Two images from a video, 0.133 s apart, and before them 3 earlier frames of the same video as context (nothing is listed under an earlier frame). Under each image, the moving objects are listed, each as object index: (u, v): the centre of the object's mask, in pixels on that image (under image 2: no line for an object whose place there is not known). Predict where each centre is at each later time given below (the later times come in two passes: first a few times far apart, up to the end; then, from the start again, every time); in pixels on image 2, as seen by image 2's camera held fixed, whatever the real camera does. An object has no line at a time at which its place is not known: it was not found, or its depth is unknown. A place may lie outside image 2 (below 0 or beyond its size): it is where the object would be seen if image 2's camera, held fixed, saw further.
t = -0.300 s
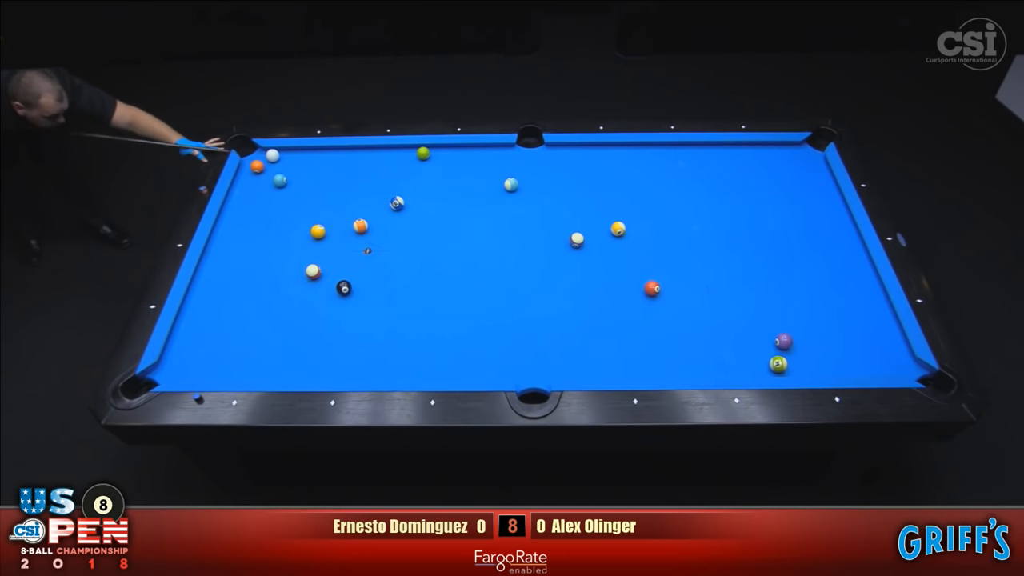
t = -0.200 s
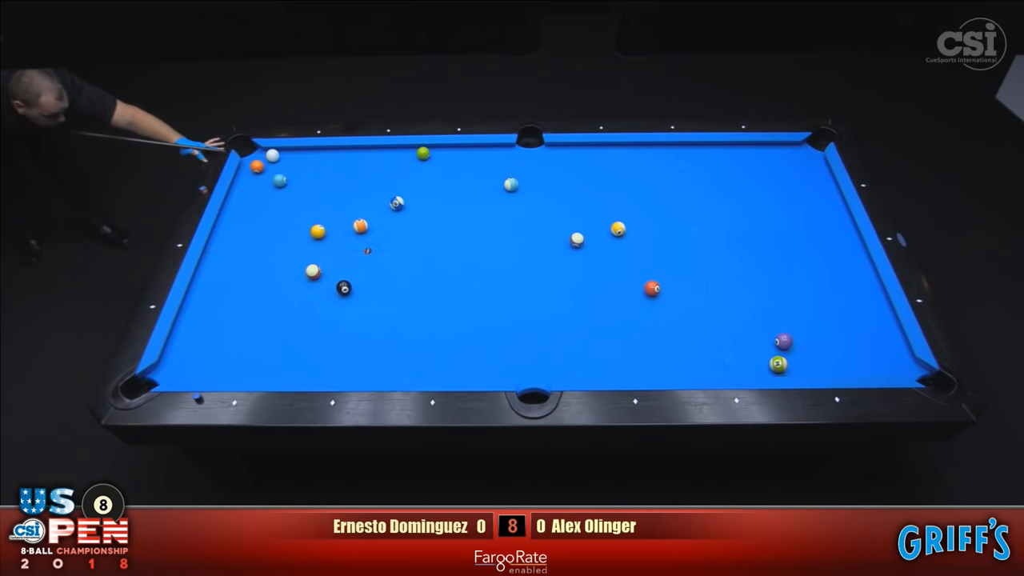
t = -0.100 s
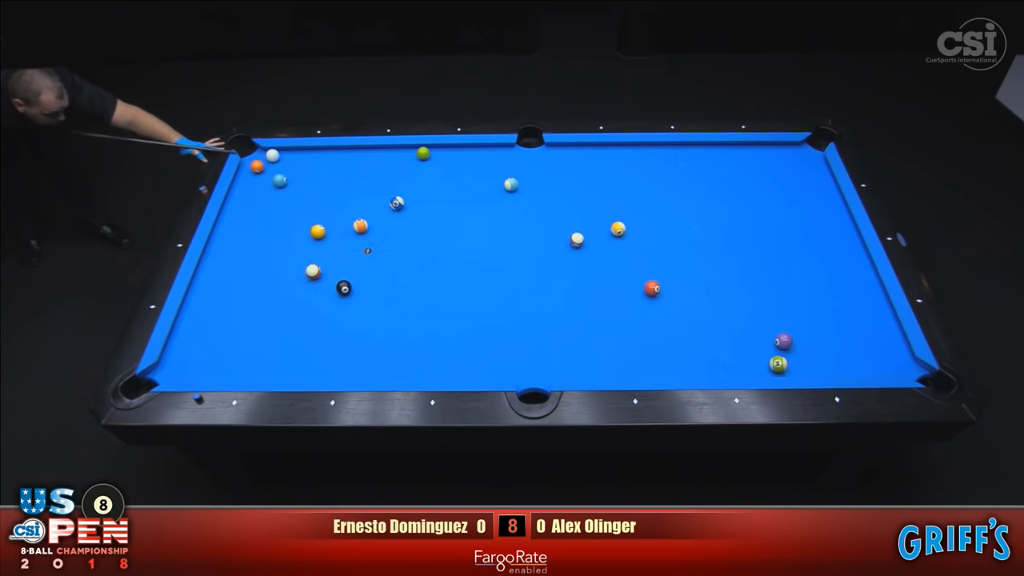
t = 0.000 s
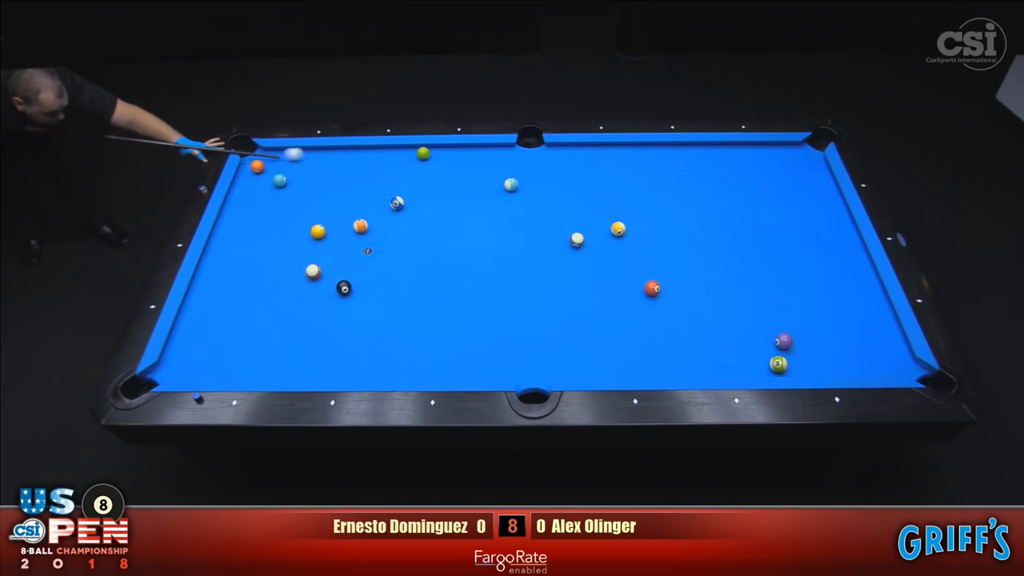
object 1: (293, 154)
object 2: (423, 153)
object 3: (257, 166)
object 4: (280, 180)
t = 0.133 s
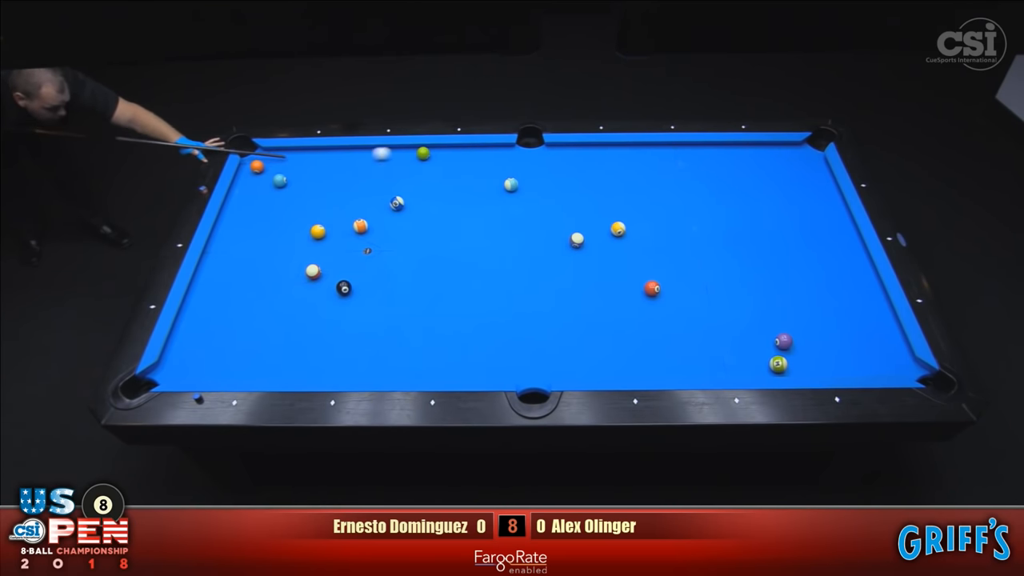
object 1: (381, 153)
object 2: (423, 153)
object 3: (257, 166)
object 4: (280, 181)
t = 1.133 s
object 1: (412, 150)
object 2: (801, 160)
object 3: (257, 166)
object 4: (280, 181)
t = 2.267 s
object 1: (412, 150)
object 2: (504, 172)
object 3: (257, 166)
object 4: (280, 181)
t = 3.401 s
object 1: (412, 151)
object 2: (268, 195)
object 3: (257, 164)
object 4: (252, 175)
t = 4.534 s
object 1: (412, 150)
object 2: (246, 231)
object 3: (250, 148)
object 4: (297, 179)
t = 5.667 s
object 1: (412, 150)
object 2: (273, 251)
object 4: (337, 180)
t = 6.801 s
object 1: (412, 150)
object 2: (281, 258)
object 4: (349, 181)
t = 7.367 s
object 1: (412, 150)
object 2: (281, 258)
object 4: (349, 181)
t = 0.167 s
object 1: (402, 153)
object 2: (422, 153)
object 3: (257, 166)
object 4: (279, 181)
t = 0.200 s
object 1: (410, 153)
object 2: (434, 153)
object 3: (257, 166)
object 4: (280, 181)
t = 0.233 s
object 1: (410, 152)
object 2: (453, 153)
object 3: (257, 166)
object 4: (280, 181)
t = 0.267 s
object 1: (411, 152)
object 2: (471, 153)
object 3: (257, 166)
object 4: (279, 181)
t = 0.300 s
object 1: (411, 152)
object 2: (489, 154)
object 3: (257, 166)
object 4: (279, 181)
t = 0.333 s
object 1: (411, 152)
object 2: (505, 154)
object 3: (257, 166)
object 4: (279, 181)
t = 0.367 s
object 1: (411, 152)
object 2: (521, 154)
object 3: (257, 166)
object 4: (279, 181)
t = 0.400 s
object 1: (411, 151)
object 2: (536, 154)
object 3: (257, 166)
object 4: (279, 181)
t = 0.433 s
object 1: (411, 151)
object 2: (551, 155)
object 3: (257, 166)
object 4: (279, 181)
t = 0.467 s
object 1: (411, 151)
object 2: (565, 155)
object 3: (257, 166)
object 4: (279, 181)
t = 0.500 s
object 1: (411, 151)
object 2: (579, 155)
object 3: (257, 166)
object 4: (279, 181)
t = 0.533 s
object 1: (411, 151)
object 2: (594, 155)
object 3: (257, 166)
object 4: (279, 181)
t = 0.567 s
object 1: (411, 150)
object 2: (608, 156)
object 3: (257, 166)
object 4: (279, 181)
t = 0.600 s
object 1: (411, 150)
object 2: (622, 156)
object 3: (257, 166)
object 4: (280, 181)
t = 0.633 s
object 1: (411, 150)
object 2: (636, 156)
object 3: (257, 166)
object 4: (279, 181)
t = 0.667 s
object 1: (411, 150)
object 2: (650, 156)
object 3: (257, 166)
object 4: (279, 181)
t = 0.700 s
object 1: (411, 150)
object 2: (664, 156)
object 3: (257, 166)
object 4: (280, 181)
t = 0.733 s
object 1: (411, 150)
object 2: (679, 157)
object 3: (257, 166)
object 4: (279, 181)
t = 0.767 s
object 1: (411, 150)
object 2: (693, 157)
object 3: (257, 166)
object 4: (279, 181)
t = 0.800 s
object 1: (412, 150)
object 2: (707, 158)
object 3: (257, 166)
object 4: (280, 181)
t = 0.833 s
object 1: (412, 150)
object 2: (721, 158)
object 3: (257, 166)
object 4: (280, 181)
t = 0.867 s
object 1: (412, 150)
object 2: (735, 158)
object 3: (257, 166)
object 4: (279, 181)
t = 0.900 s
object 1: (412, 150)
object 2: (749, 158)
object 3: (257, 166)
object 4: (280, 181)
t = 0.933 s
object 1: (412, 150)
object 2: (763, 159)
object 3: (257, 166)
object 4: (280, 181)
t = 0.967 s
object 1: (412, 150)
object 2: (777, 159)
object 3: (257, 166)
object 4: (280, 181)
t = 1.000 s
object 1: (412, 150)
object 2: (790, 159)
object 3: (257, 166)
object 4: (280, 181)
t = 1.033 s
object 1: (412, 150)
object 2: (804, 160)
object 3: (257, 166)
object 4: (280, 181)
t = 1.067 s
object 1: (412, 150)
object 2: (818, 160)
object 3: (257, 166)
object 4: (279, 181)
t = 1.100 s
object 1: (412, 150)
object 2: (812, 160)
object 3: (257, 166)
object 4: (280, 181)
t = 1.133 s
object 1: (412, 150)
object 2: (801, 160)
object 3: (257, 166)
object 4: (280, 181)
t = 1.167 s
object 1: (412, 150)
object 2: (791, 161)
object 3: (257, 166)
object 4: (279, 181)
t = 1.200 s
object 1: (412, 150)
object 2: (782, 161)
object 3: (257, 166)
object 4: (280, 181)
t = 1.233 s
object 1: (412, 150)
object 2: (773, 161)
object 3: (257, 166)
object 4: (280, 181)
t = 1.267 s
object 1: (412, 150)
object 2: (764, 162)
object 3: (257, 166)
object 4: (280, 181)
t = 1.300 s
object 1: (412, 150)
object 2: (755, 162)
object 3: (257, 166)
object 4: (280, 181)
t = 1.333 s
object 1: (412, 150)
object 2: (746, 162)
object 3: (257, 166)
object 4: (279, 181)
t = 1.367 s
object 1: (412, 150)
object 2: (737, 163)
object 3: (257, 166)
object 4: (280, 181)
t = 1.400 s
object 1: (412, 150)
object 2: (728, 163)
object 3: (257, 166)
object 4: (280, 181)
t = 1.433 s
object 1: (412, 150)
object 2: (719, 164)
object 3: (257, 166)
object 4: (280, 181)
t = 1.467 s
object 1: (412, 150)
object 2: (711, 164)
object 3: (257, 166)
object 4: (280, 181)
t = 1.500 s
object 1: (412, 150)
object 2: (702, 164)
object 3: (257, 166)
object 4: (280, 181)
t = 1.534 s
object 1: (412, 150)
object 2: (693, 164)
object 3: (257, 166)
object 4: (280, 181)
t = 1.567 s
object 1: (412, 150)
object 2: (684, 165)
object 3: (257, 166)
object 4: (280, 181)
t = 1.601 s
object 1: (412, 150)
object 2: (676, 165)
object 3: (257, 166)
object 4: (280, 181)
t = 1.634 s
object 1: (412, 150)
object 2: (667, 166)
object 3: (257, 166)
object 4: (280, 181)
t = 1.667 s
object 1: (412, 150)
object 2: (658, 166)
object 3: (257, 166)
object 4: (280, 181)
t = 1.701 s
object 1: (412, 150)
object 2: (649, 166)
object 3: (257, 166)
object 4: (280, 181)
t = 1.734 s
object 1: (412, 150)
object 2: (641, 167)
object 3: (257, 166)
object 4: (280, 181)
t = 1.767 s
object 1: (412, 150)
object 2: (632, 167)
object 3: (257, 166)
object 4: (280, 181)
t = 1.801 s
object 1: (412, 150)
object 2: (623, 168)
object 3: (257, 166)
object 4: (280, 181)
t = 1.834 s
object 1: (412, 150)
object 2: (615, 168)
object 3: (257, 166)
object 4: (280, 181)
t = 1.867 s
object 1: (412, 150)
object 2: (606, 168)
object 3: (257, 166)
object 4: (280, 181)
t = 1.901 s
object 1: (412, 151)
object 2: (597, 169)
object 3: (257, 166)
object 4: (280, 181)
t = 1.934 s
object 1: (412, 151)
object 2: (589, 169)
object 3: (257, 166)
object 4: (280, 181)
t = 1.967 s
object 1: (412, 151)
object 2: (580, 170)
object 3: (257, 166)
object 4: (280, 181)
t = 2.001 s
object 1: (412, 151)
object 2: (572, 170)
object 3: (257, 166)
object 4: (280, 181)
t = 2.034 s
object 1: (412, 151)
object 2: (563, 170)
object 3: (257, 166)
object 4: (280, 181)
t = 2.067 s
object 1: (412, 151)
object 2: (555, 171)
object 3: (257, 166)
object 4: (280, 181)
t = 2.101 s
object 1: (412, 151)
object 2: (546, 171)
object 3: (257, 166)
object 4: (280, 181)
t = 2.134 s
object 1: (412, 150)
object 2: (537, 171)
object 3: (257, 166)
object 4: (280, 181)
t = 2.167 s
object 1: (412, 150)
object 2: (529, 171)
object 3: (257, 166)
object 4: (280, 181)
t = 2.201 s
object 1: (412, 151)
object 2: (521, 172)
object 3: (257, 166)
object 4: (280, 181)
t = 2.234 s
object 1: (412, 151)
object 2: (513, 172)
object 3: (257, 166)
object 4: (280, 181)
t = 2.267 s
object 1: (412, 150)
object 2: (504, 172)
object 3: (257, 166)
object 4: (280, 181)
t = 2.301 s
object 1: (412, 150)
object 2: (495, 173)
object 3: (257, 166)
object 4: (280, 181)
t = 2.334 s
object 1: (412, 151)
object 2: (487, 174)
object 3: (257, 166)
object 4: (280, 181)
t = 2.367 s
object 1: (412, 151)
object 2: (479, 174)
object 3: (257, 166)
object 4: (280, 181)
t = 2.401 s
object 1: (412, 151)
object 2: (470, 174)
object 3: (257, 166)
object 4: (280, 181)
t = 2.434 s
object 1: (412, 150)
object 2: (462, 175)
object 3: (257, 166)
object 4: (280, 181)
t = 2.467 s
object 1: (412, 150)
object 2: (454, 175)
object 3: (257, 166)
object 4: (280, 181)
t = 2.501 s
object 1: (412, 150)
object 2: (446, 176)
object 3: (257, 166)
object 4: (280, 181)
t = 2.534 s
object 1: (412, 151)
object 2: (438, 176)
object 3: (257, 166)
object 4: (280, 181)
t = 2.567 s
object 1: (412, 150)
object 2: (429, 177)
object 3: (257, 166)
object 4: (280, 181)
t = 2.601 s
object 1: (412, 150)
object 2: (421, 177)
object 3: (257, 166)
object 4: (280, 181)
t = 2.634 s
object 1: (412, 150)
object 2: (413, 177)
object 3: (257, 166)
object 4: (280, 181)
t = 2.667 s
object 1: (412, 150)
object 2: (405, 178)
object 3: (257, 166)
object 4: (280, 181)
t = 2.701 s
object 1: (412, 150)
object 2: (397, 178)
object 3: (257, 166)
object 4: (280, 181)
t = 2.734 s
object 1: (412, 151)
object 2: (389, 179)
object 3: (257, 166)
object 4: (280, 181)
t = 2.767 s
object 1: (412, 150)
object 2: (382, 179)
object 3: (257, 166)
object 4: (280, 181)
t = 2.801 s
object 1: (412, 151)
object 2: (373, 179)
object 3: (257, 166)
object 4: (280, 181)
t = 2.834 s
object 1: (412, 151)
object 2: (365, 180)
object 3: (257, 166)
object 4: (280, 181)
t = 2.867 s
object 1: (412, 151)
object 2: (358, 180)
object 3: (257, 166)
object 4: (280, 181)
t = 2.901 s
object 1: (412, 151)
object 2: (350, 181)
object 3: (257, 166)
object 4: (280, 181)
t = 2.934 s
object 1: (412, 151)
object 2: (342, 181)
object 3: (257, 166)
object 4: (280, 181)
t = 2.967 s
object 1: (412, 151)
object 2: (334, 182)
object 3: (257, 166)
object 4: (280, 181)
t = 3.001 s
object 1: (412, 151)
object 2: (326, 182)
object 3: (257, 166)
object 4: (280, 181)
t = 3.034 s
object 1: (412, 151)
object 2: (319, 182)
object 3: (257, 166)
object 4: (280, 181)
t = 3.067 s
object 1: (412, 151)
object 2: (311, 183)
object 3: (257, 166)
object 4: (280, 181)
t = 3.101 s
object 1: (412, 151)
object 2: (303, 183)
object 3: (257, 166)
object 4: (280, 181)
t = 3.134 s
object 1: (412, 151)
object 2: (296, 184)
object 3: (257, 166)
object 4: (280, 181)
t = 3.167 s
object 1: (412, 151)
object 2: (289, 184)
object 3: (257, 166)
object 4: (278, 180)
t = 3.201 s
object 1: (412, 151)
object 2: (287, 186)
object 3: (257, 166)
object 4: (273, 179)
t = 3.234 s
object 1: (412, 151)
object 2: (284, 187)
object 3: (257, 166)
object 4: (269, 178)
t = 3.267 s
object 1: (412, 151)
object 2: (281, 189)
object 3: (257, 166)
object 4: (265, 177)
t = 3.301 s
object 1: (412, 151)
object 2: (278, 190)
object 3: (256, 166)
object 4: (262, 176)
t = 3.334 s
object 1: (412, 151)
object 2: (274, 192)
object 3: (257, 165)
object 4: (258, 175)
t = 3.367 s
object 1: (412, 151)
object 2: (271, 193)
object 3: (257, 165)
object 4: (255, 175)
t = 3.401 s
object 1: (412, 151)
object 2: (268, 195)
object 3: (257, 164)
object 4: (252, 175)
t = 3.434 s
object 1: (412, 151)
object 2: (265, 197)
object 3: (257, 164)
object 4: (249, 175)
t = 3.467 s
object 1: (412, 151)
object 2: (262, 198)
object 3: (257, 163)
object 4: (245, 175)
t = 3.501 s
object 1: (412, 151)
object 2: (258, 199)
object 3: (257, 162)
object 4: (242, 176)
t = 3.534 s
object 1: (412, 151)
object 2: (255, 201)
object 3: (257, 162)
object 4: (241, 176)
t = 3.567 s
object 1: (412, 151)
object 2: (252, 202)
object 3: (256, 161)
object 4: (243, 176)
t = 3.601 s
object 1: (412, 151)
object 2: (249, 204)
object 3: (256, 160)
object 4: (245, 176)
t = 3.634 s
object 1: (412, 151)
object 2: (246, 205)
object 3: (256, 159)
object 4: (248, 176)
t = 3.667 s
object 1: (412, 151)
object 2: (243, 207)
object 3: (256, 159)
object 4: (250, 176)
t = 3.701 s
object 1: (412, 151)
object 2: (239, 208)
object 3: (256, 158)
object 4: (252, 177)
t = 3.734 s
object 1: (412, 151)
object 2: (236, 210)
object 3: (256, 157)
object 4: (254, 177)
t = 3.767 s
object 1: (412, 151)
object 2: (233, 211)
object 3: (256, 156)
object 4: (256, 177)
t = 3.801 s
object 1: (412, 151)
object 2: (230, 213)
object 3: (256, 155)
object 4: (258, 177)
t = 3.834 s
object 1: (412, 151)
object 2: (227, 214)
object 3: (256, 155)
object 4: (260, 177)
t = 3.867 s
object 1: (412, 151)
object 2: (224, 215)
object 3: (256, 154)
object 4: (262, 177)
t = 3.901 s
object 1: (412, 151)
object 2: (224, 216)
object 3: (255, 153)
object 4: (264, 177)
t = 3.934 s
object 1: (411, 151)
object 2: (226, 217)
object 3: (255, 153)
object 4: (266, 177)
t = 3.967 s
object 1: (412, 151)
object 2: (227, 218)
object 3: (255, 152)
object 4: (268, 178)
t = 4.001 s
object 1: (412, 151)
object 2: (228, 219)
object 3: (255, 152)
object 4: (269, 178)
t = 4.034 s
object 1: (411, 151)
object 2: (229, 219)
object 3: (255, 151)
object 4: (271, 178)
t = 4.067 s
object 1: (411, 151)
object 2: (230, 220)
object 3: (255, 150)
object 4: (273, 178)
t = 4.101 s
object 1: (412, 151)
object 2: (232, 221)
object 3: (255, 150)
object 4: (275, 178)
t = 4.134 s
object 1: (412, 151)
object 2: (233, 222)
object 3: (255, 150)
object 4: (277, 178)
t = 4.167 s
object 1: (412, 151)
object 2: (234, 223)
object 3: (254, 149)
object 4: (279, 178)
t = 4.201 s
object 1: (412, 151)
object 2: (235, 224)
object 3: (254, 149)
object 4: (281, 178)
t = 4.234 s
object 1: (412, 151)
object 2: (236, 225)
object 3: (253, 149)
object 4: (282, 178)
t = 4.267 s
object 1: (412, 151)
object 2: (238, 225)
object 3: (253, 149)
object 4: (284, 178)
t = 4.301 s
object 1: (412, 151)
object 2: (239, 226)
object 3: (252, 149)
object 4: (286, 178)
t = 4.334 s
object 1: (412, 150)
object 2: (240, 227)
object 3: (252, 149)
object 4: (288, 179)
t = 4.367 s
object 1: (412, 150)
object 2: (241, 228)
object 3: (252, 149)
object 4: (289, 179)
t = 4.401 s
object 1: (412, 150)
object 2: (242, 228)
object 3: (251, 149)
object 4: (291, 179)
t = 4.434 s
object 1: (412, 150)
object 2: (243, 229)
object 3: (251, 149)
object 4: (293, 179)
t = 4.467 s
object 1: (412, 151)
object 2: (244, 230)
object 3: (251, 148)
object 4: (294, 179)
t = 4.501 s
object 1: (412, 151)
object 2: (245, 231)
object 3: (251, 148)
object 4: (296, 179)
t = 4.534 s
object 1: (412, 150)
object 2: (246, 231)
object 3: (250, 148)
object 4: (297, 179)
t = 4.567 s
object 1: (412, 150)
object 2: (247, 232)
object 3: (250, 148)
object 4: (299, 179)
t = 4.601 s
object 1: (412, 150)
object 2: (248, 233)
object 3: (250, 148)
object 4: (301, 179)
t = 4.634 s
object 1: (412, 150)
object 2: (249, 234)
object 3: (249, 148)
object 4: (302, 179)
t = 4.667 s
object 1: (412, 150)
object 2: (250, 234)
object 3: (249, 148)
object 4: (303, 179)
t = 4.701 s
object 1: (412, 150)
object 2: (252, 235)
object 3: (249, 148)
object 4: (305, 179)
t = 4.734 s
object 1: (412, 150)
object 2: (252, 235)
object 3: (248, 148)
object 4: (306, 179)
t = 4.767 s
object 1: (412, 150)
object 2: (253, 236)
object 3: (247, 148)
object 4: (308, 179)
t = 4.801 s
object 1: (412, 150)
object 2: (254, 237)
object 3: (247, 148)
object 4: (309, 179)
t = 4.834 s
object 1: (412, 150)
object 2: (255, 237)
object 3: (246, 149)
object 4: (310, 179)
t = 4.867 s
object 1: (411, 150)
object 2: (256, 238)
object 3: (245, 151)
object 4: (312, 179)
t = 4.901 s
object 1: (412, 151)
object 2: (257, 239)
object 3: (245, 153)
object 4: (313, 179)
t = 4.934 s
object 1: (412, 150)
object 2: (258, 240)
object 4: (314, 180)
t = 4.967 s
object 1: (411, 150)
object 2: (258, 240)
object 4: (316, 179)
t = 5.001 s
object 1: (412, 150)
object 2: (259, 241)
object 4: (317, 179)
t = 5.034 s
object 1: (412, 150)
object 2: (260, 242)
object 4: (318, 179)
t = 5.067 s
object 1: (412, 150)
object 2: (261, 242)
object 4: (319, 179)
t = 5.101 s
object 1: (412, 150)
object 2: (262, 243)
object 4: (321, 180)
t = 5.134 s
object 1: (412, 150)
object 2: (263, 243)
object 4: (322, 179)
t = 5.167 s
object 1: (412, 150)
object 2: (263, 244)
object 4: (323, 179)
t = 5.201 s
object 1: (412, 150)
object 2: (264, 244)
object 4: (324, 179)
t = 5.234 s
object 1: (412, 150)
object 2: (265, 245)
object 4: (326, 179)
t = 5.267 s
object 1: (412, 150)
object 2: (265, 245)
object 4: (327, 179)
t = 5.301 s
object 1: (412, 151)
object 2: (266, 246)
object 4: (328, 180)
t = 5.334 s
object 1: (412, 150)
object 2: (267, 246)
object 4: (328, 179)
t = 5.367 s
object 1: (412, 150)
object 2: (267, 247)
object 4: (329, 179)
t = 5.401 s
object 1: (412, 151)
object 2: (268, 248)
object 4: (330, 180)
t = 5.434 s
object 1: (412, 151)
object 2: (269, 248)
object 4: (332, 180)
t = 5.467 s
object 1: (412, 151)
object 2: (269, 248)
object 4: (332, 179)
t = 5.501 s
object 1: (412, 150)
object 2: (270, 249)
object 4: (333, 179)
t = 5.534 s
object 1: (412, 151)
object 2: (270, 249)
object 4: (334, 179)
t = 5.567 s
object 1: (412, 151)
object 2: (271, 250)
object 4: (335, 180)
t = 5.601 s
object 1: (412, 150)
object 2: (271, 250)
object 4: (336, 180)
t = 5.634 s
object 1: (412, 151)
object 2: (272, 251)
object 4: (336, 180)
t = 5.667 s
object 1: (412, 150)
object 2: (273, 251)
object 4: (337, 180)
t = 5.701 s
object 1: (412, 150)
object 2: (273, 251)
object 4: (338, 180)
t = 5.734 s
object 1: (412, 150)
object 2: (274, 252)
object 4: (339, 180)
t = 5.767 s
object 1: (412, 150)
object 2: (274, 252)
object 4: (339, 180)
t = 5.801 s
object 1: (412, 150)
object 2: (274, 253)
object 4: (340, 180)
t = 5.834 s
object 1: (412, 151)
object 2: (275, 253)
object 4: (341, 180)
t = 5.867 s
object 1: (412, 150)
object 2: (275, 253)
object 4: (341, 180)
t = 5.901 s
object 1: (412, 150)
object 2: (275, 254)
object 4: (342, 180)
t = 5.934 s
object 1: (412, 151)
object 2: (276, 254)
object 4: (342, 180)
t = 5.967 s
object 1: (412, 151)
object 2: (276, 254)
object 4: (343, 180)
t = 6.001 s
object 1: (412, 150)
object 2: (276, 255)
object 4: (343, 180)
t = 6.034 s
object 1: (412, 150)
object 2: (277, 255)
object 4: (344, 180)
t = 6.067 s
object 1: (412, 150)
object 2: (277, 255)
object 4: (344, 180)
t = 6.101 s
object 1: (412, 150)
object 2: (278, 256)
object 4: (345, 180)
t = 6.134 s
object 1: (412, 150)
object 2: (278, 256)
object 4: (345, 180)
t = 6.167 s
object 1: (412, 150)
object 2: (278, 256)
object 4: (346, 181)
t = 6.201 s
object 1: (412, 150)
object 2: (278, 257)
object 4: (346, 181)
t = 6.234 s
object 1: (412, 150)
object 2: (279, 257)
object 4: (347, 180)
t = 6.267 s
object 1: (412, 150)
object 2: (279, 257)
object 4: (347, 181)
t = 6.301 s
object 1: (412, 151)
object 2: (279, 257)
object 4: (347, 181)
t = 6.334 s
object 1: (412, 151)
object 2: (279, 257)
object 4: (347, 181)
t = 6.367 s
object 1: (412, 151)
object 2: (280, 257)
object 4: (348, 181)
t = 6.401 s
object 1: (412, 151)
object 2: (280, 257)
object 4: (348, 181)
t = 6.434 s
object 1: (412, 150)
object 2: (280, 258)
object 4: (348, 181)
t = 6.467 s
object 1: (412, 151)
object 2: (280, 257)
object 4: (348, 181)
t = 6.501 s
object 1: (412, 151)
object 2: (280, 258)
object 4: (348, 181)
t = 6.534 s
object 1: (412, 150)
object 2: (280, 258)
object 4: (349, 181)
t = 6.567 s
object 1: (412, 150)
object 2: (280, 257)
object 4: (348, 181)
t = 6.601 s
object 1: (412, 150)
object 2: (281, 258)
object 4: (349, 181)
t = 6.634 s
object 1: (412, 150)
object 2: (281, 258)
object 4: (349, 181)
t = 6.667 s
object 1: (412, 150)
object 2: (281, 258)
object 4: (349, 181)
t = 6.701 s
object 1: (412, 150)
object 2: (281, 258)
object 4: (349, 180)
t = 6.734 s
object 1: (412, 150)
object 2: (281, 258)
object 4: (349, 181)
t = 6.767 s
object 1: (412, 150)
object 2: (281, 258)
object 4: (349, 181)
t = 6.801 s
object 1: (412, 150)
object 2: (281, 258)
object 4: (349, 181)
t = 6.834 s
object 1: (412, 150)
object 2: (281, 258)
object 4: (349, 180)
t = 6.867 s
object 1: (412, 151)
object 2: (281, 258)
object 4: (349, 181)
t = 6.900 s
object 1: (412, 151)
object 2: (281, 258)
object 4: (349, 180)
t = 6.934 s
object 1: (412, 151)
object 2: (281, 258)
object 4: (349, 181)
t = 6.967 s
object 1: (412, 151)
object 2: (281, 258)
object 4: (349, 181)
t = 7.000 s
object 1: (412, 150)
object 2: (281, 258)
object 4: (349, 180)
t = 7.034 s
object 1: (412, 150)
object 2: (281, 258)
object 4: (349, 181)
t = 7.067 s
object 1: (412, 150)
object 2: (281, 258)
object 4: (349, 181)
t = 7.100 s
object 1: (412, 150)
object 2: (281, 258)
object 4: (349, 180)
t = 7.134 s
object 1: (412, 150)
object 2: (281, 258)
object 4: (349, 180)
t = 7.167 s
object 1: (412, 150)
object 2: (281, 258)
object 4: (349, 181)
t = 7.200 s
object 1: (412, 150)
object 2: (281, 258)
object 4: (349, 180)
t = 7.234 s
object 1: (412, 150)
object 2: (281, 258)
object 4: (349, 181)
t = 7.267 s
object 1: (412, 150)
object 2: (281, 258)
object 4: (349, 181)
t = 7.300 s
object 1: (412, 150)
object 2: (281, 258)
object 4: (349, 180)
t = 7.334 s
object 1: (412, 150)
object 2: (281, 258)
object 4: (349, 181)
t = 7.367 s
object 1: (412, 150)
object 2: (281, 258)
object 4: (349, 181)
